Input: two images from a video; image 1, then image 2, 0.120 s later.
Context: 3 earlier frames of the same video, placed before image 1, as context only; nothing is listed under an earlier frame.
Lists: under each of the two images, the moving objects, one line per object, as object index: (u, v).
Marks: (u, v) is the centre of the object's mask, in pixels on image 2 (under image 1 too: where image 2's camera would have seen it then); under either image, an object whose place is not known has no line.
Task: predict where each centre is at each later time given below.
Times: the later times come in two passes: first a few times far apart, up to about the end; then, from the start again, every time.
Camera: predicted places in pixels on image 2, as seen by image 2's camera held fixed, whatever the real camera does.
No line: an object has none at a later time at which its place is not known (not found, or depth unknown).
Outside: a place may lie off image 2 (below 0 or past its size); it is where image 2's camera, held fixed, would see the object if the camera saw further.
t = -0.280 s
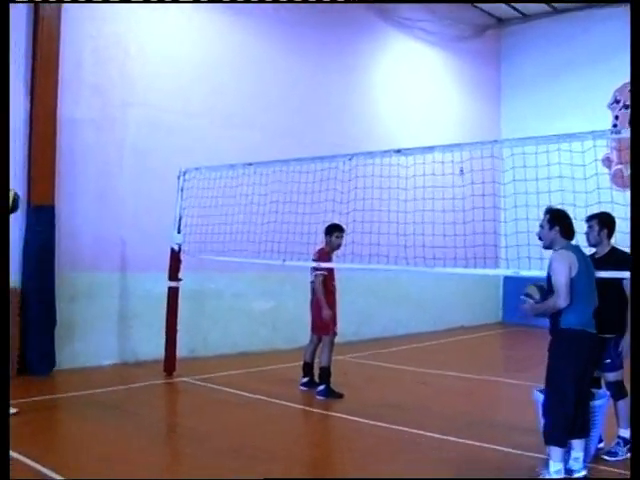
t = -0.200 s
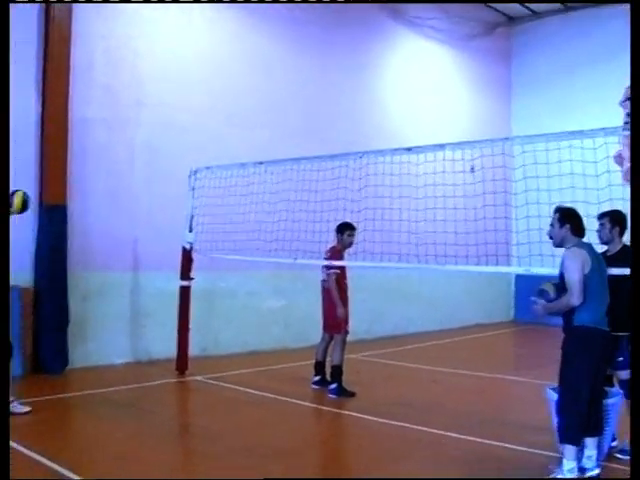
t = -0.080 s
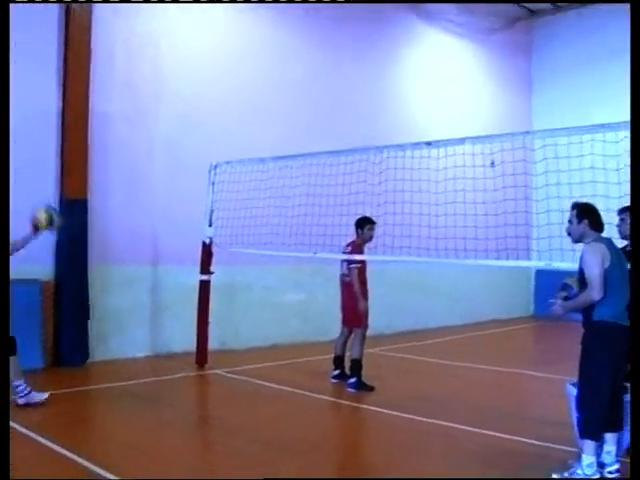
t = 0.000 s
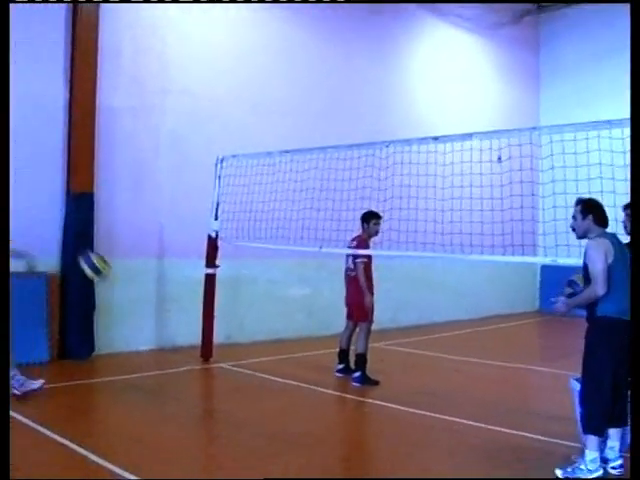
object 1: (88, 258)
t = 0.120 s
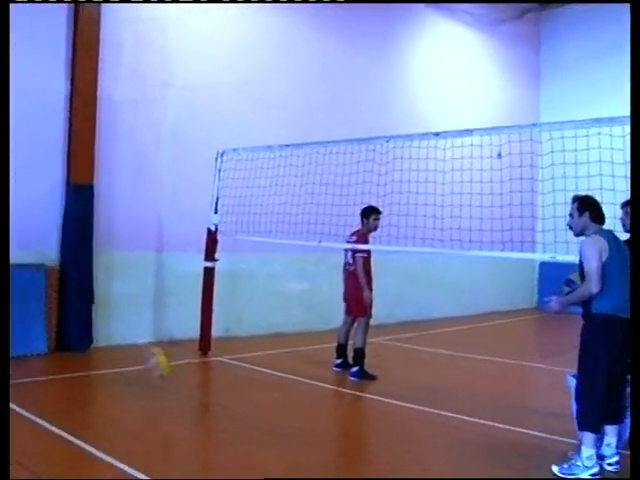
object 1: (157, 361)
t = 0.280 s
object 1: (207, 341)
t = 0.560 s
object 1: (285, 217)
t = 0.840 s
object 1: (362, 193)
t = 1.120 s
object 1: (433, 269)
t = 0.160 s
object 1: (179, 401)
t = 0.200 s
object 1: (191, 392)
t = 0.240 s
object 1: (200, 365)
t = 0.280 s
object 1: (207, 341)
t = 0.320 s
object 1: (224, 316)
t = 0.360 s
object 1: (234, 296)
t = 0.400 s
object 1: (245, 277)
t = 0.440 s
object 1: (256, 260)
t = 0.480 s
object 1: (266, 243)
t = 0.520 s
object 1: (278, 230)
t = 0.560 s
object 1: (285, 217)
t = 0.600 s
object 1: (300, 208)
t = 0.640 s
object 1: (311, 200)
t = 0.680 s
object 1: (322, 194)
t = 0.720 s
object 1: (333, 191)
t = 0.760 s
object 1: (343, 190)
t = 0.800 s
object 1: (348, 191)
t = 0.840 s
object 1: (362, 193)
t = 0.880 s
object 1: (373, 197)
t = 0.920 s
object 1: (384, 203)
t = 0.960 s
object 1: (393, 211)
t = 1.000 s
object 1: (404, 222)
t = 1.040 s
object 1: (409, 236)
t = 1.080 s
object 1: (424, 251)
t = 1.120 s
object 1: (433, 269)
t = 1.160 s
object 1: (443, 288)
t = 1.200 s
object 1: (456, 309)
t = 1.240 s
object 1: (465, 330)
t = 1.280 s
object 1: (475, 355)
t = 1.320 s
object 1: (481, 381)
